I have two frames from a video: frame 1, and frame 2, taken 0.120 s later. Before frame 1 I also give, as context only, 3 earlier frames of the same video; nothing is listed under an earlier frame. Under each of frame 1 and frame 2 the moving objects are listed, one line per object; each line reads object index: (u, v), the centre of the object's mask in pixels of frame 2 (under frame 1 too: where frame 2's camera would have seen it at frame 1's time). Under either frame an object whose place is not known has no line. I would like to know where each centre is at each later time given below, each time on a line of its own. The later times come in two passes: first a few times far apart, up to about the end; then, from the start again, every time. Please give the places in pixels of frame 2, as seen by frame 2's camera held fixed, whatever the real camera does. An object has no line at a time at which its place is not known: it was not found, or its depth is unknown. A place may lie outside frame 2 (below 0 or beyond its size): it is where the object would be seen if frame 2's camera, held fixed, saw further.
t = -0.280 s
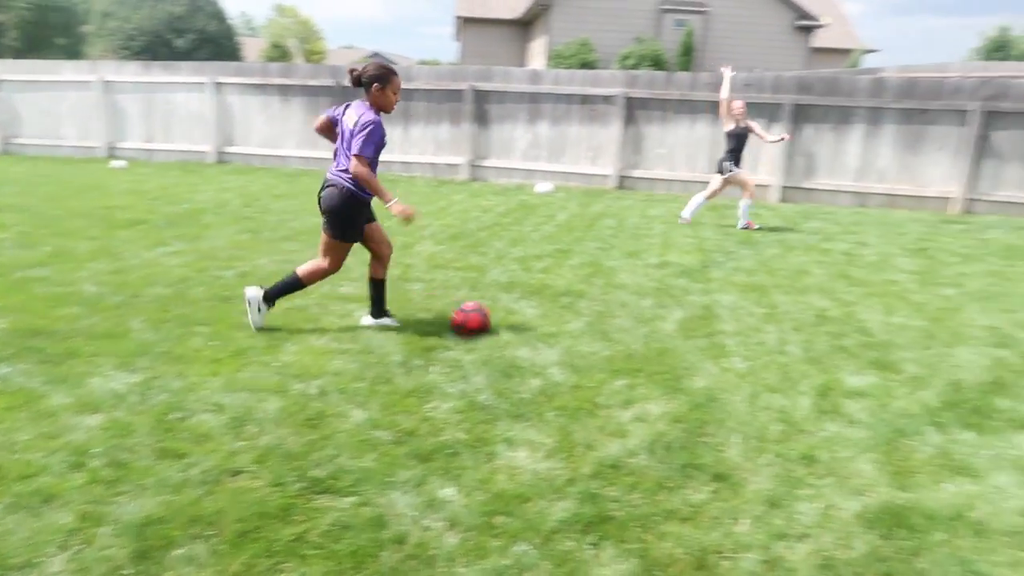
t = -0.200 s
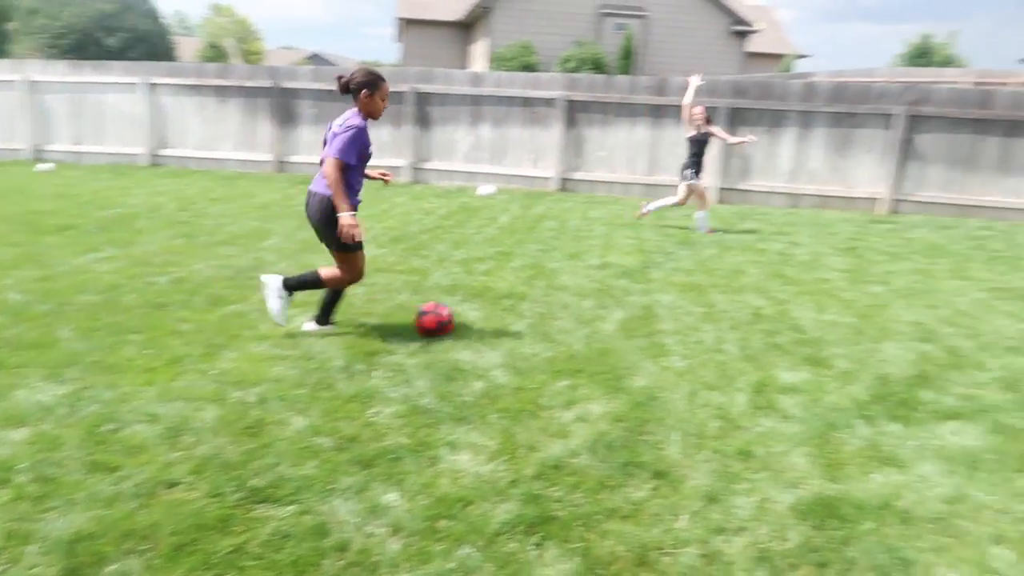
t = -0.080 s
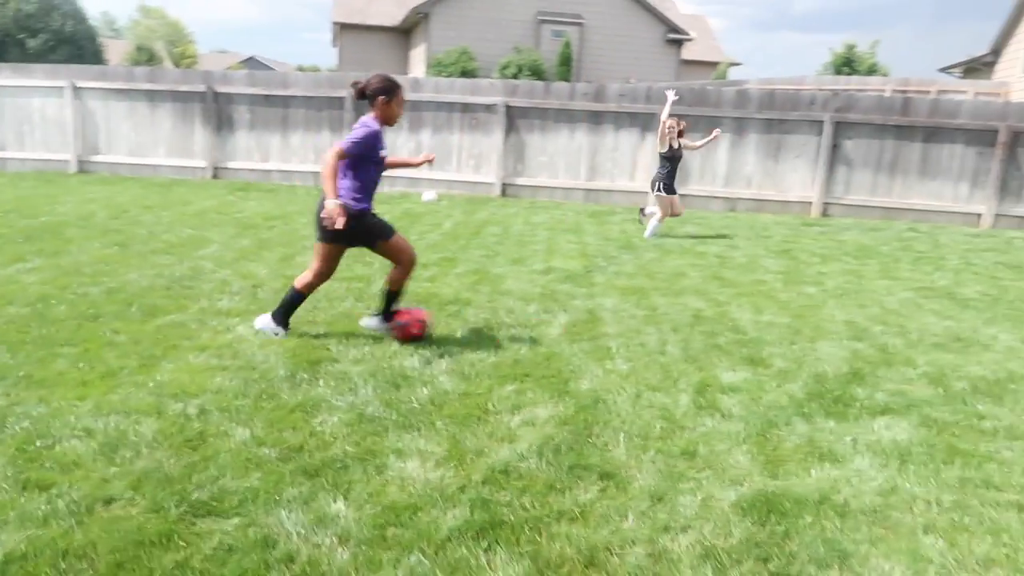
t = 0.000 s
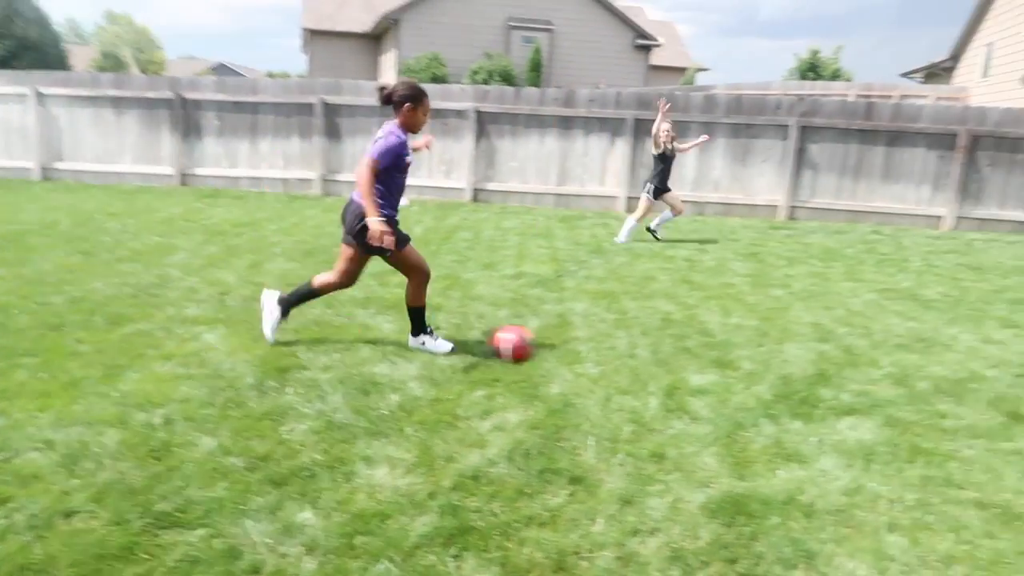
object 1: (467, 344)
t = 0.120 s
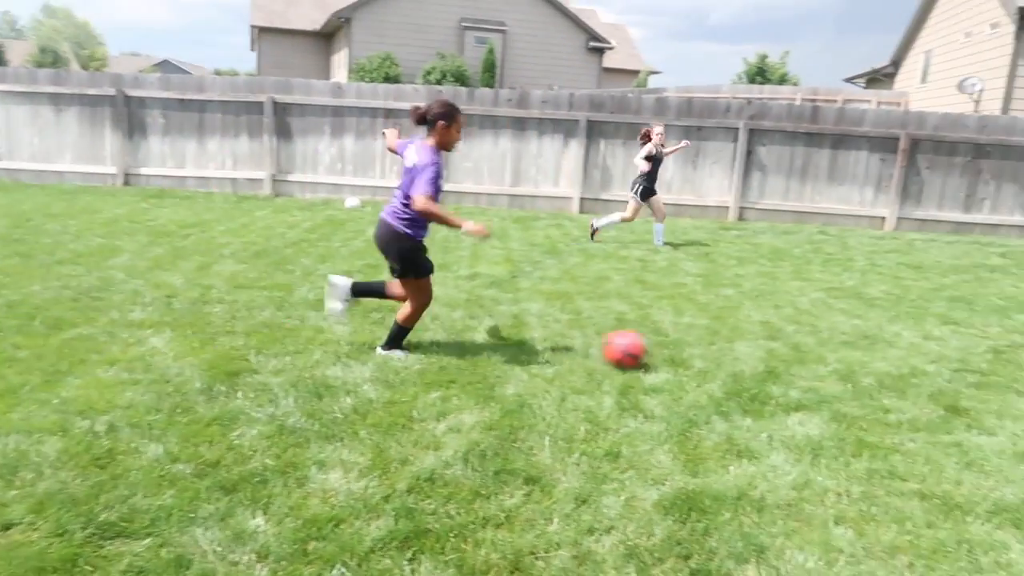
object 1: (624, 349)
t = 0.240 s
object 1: (762, 357)
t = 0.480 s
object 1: (996, 371)
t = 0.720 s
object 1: (1192, 391)
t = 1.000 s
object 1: (1364, 402)
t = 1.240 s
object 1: (1470, 402)
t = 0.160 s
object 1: (670, 350)
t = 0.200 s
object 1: (717, 352)
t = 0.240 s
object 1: (762, 357)
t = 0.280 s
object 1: (806, 363)
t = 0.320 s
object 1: (848, 365)
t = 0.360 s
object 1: (886, 366)
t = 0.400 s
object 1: (923, 367)
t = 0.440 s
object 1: (960, 370)
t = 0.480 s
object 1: (996, 371)
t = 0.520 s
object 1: (1030, 374)
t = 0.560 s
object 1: (1065, 376)
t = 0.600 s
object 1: (1099, 382)
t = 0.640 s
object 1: (1133, 386)
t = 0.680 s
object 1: (1164, 390)
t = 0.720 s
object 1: (1192, 391)
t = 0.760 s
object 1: (1218, 389)
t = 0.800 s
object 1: (1245, 388)
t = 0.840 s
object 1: (1270, 389)
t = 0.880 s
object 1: (1294, 392)
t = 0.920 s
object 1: (1317, 396)
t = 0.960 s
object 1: (1341, 400)
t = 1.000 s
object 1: (1364, 402)
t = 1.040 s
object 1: (1384, 403)
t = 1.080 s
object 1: (1401, 401)
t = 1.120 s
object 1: (1419, 399)
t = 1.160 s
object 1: (1436, 398)
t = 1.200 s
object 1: (1453, 399)
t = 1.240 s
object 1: (1470, 402)
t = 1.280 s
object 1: (1485, 406)
